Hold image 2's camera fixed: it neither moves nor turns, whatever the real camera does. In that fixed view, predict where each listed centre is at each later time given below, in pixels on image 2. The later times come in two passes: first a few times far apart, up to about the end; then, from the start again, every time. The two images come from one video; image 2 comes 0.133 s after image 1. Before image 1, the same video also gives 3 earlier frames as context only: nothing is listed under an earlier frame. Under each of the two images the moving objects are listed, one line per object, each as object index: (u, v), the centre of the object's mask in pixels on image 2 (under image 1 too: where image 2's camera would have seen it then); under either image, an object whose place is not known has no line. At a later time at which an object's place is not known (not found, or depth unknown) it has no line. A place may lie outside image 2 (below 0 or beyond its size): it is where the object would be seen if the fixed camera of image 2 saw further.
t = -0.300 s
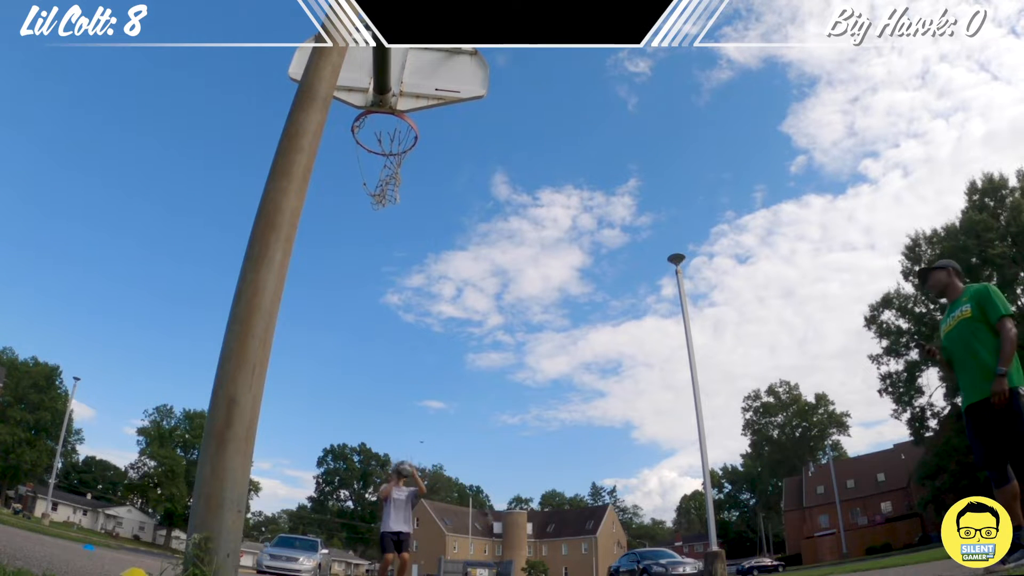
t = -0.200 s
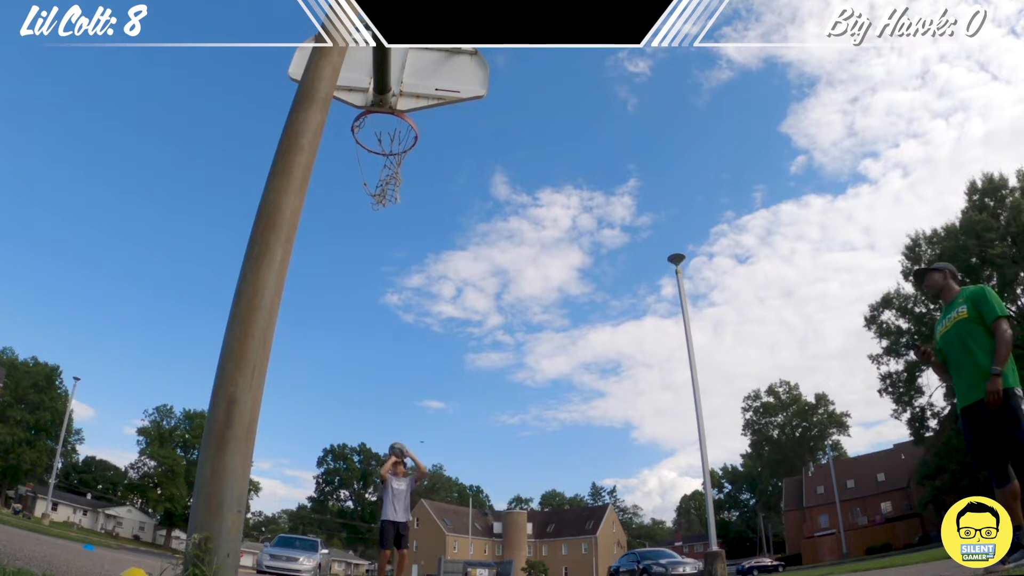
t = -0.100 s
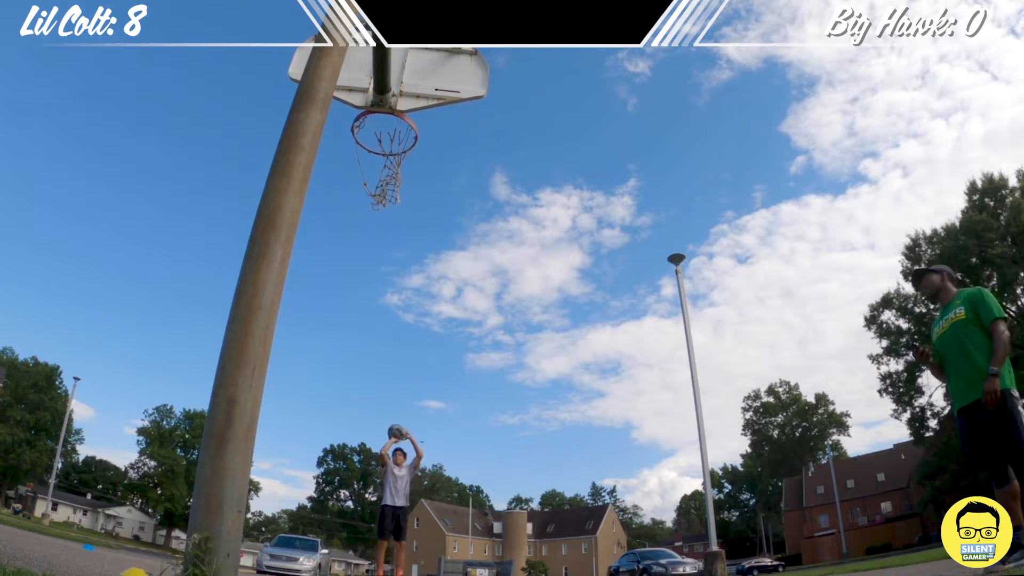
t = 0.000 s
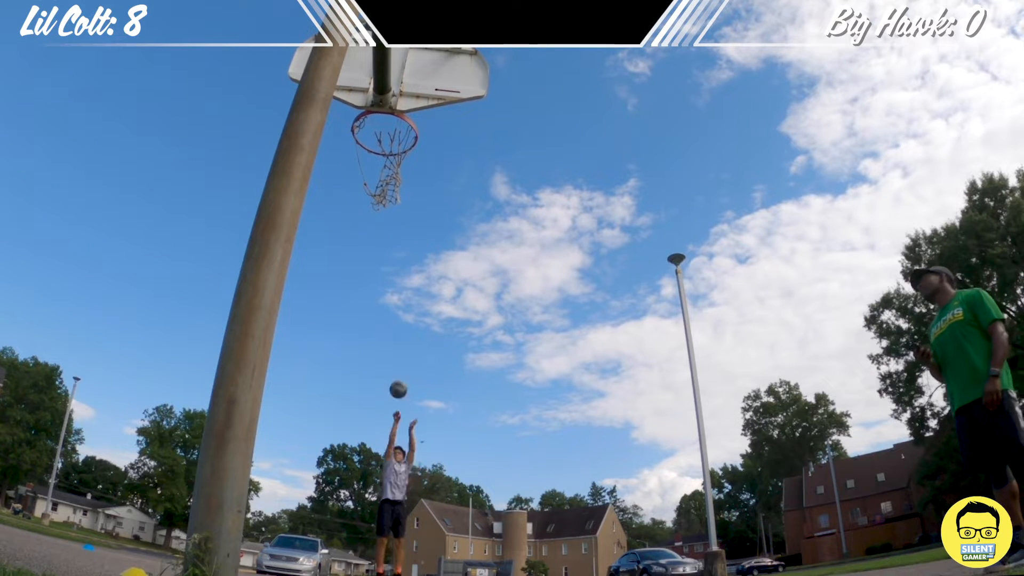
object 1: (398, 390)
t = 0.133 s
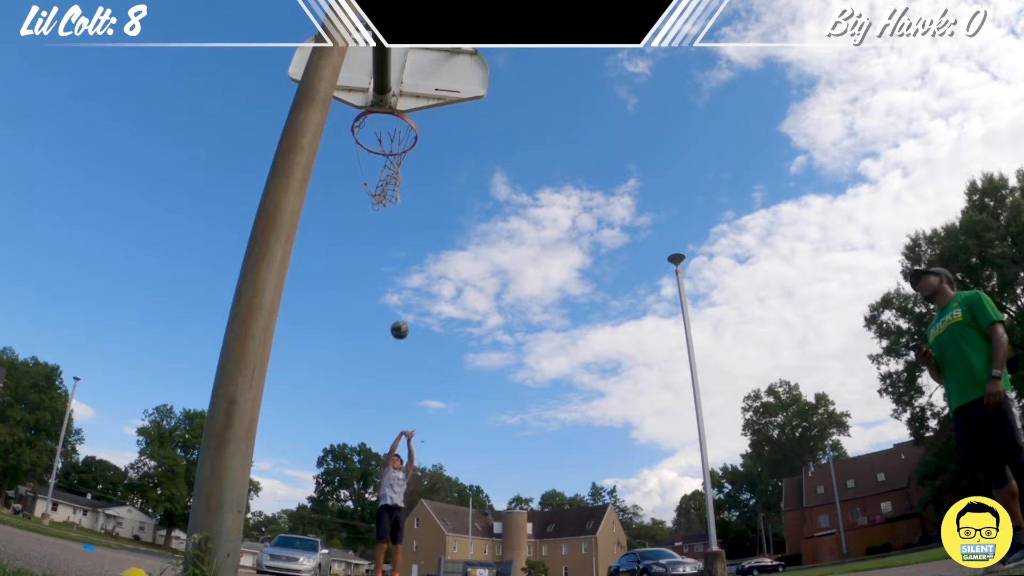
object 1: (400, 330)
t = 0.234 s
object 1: (400, 290)
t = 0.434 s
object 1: (400, 223)
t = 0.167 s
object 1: (400, 316)
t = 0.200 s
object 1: (400, 303)
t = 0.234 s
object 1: (400, 290)
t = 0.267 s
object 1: (401, 278)
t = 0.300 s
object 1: (400, 266)
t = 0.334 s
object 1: (401, 255)
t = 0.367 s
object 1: (400, 244)
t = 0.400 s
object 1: (400, 234)
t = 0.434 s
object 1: (400, 223)
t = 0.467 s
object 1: (400, 214)
